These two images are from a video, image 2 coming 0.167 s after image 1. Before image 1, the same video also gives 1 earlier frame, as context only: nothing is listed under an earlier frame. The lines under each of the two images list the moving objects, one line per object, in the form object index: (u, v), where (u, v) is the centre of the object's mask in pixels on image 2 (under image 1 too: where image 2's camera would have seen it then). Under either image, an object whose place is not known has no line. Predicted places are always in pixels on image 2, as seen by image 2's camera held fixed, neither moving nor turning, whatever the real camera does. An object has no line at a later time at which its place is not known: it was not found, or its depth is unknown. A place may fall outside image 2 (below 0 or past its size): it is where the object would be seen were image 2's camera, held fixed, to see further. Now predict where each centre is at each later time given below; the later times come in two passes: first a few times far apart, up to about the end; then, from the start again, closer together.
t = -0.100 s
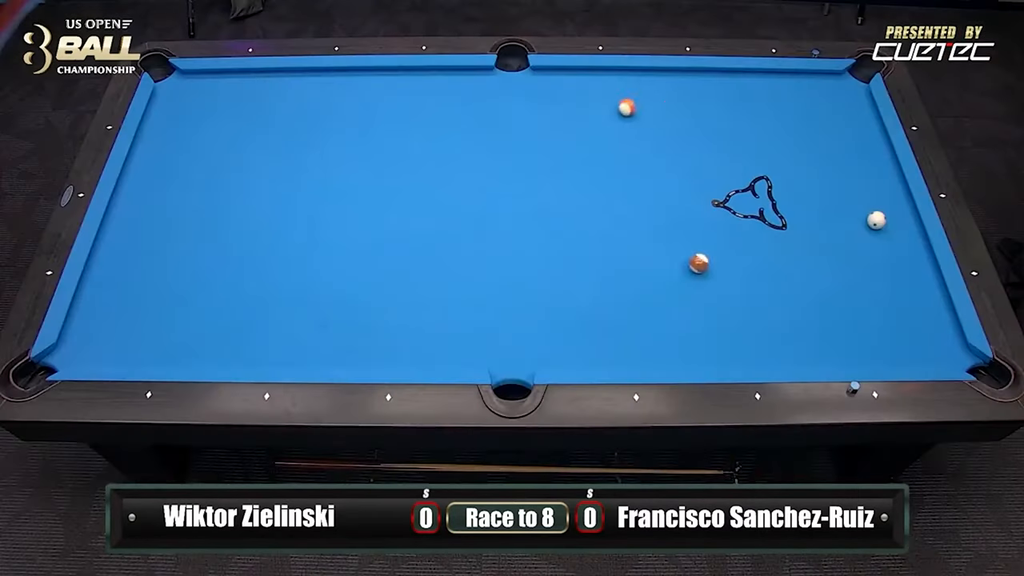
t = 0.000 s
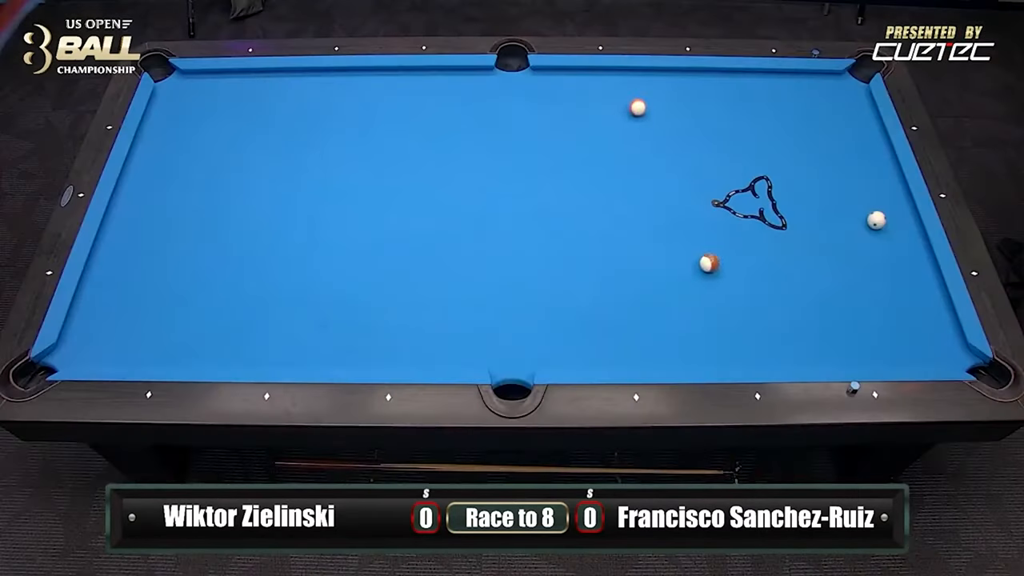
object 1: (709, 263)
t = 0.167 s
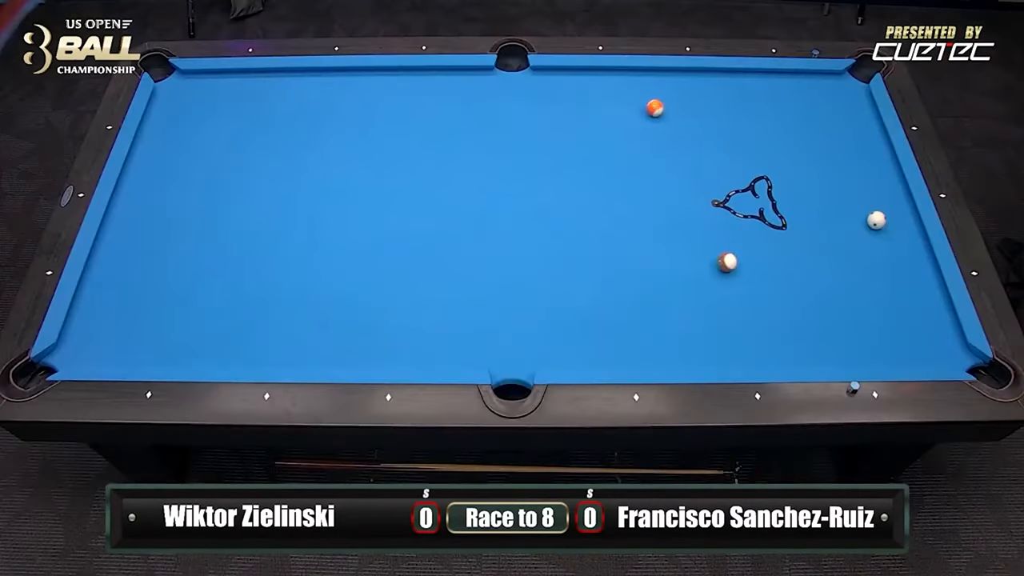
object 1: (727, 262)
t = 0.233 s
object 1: (733, 261)
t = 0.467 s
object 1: (755, 260)
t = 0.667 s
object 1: (772, 260)
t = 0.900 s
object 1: (792, 259)
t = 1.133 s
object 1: (811, 257)
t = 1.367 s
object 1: (827, 257)
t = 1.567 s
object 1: (842, 256)
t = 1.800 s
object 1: (856, 255)
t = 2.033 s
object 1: (868, 255)
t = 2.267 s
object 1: (880, 255)
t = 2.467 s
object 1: (888, 255)
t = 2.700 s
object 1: (898, 254)
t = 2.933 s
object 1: (905, 253)
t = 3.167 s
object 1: (911, 252)
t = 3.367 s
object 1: (915, 252)
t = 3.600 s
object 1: (919, 251)
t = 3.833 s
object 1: (923, 251)
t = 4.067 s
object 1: (924, 252)
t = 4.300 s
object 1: (924, 252)
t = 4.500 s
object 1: (924, 252)
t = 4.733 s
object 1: (924, 252)
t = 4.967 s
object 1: (924, 252)
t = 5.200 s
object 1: (924, 252)
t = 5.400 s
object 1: (924, 251)
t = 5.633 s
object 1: (924, 252)
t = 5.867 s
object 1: (924, 251)
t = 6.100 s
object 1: (924, 251)
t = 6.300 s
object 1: (924, 252)
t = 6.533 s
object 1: (924, 252)
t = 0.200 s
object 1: (731, 262)
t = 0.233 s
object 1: (733, 261)
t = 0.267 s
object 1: (737, 261)
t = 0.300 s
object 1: (740, 261)
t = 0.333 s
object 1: (743, 261)
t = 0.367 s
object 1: (746, 260)
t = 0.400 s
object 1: (749, 260)
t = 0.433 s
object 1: (752, 260)
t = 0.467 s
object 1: (755, 260)
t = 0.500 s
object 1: (757, 260)
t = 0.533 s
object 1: (762, 260)
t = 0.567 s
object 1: (765, 260)
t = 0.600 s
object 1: (767, 260)
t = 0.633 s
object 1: (770, 259)
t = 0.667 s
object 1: (772, 260)
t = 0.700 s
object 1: (777, 259)
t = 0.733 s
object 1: (780, 259)
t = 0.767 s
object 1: (783, 259)
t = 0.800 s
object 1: (786, 259)
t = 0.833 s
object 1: (788, 259)
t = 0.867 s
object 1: (790, 259)
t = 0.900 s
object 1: (792, 259)
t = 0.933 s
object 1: (796, 258)
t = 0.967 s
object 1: (799, 258)
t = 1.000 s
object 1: (801, 258)
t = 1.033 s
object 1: (804, 258)
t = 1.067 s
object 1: (806, 258)
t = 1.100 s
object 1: (809, 257)
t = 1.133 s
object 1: (811, 257)
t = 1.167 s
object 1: (814, 257)
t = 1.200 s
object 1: (817, 257)
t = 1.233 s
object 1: (819, 257)
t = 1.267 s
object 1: (820, 257)
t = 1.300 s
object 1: (823, 257)
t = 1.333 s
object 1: (826, 257)
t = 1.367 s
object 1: (827, 257)
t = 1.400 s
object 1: (830, 257)
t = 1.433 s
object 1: (833, 257)
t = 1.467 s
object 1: (835, 256)
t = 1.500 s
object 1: (838, 256)
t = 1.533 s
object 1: (840, 256)
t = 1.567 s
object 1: (842, 256)
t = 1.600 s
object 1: (844, 256)
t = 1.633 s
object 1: (846, 256)
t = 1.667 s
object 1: (847, 256)
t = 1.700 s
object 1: (849, 256)
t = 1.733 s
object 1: (852, 256)
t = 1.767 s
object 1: (854, 255)
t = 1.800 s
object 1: (856, 255)
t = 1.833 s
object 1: (858, 255)
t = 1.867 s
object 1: (859, 255)
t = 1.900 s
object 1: (861, 255)
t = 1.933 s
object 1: (863, 255)
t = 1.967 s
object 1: (865, 255)
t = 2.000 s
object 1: (867, 255)
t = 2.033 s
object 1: (868, 255)
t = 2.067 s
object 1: (869, 255)
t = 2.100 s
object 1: (871, 255)
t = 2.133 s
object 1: (874, 255)
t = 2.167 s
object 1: (876, 255)
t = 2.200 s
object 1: (877, 255)
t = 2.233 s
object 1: (878, 255)
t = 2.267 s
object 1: (880, 255)
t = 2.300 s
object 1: (882, 255)
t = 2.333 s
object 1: (883, 255)
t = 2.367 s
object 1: (884, 255)
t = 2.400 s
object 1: (886, 255)
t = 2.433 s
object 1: (887, 255)
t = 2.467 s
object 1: (888, 255)
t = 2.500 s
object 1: (889, 254)
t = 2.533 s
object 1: (891, 254)
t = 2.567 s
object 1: (893, 254)
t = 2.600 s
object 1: (894, 254)
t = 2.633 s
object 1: (895, 254)
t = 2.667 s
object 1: (897, 254)
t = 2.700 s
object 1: (898, 254)
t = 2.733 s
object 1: (899, 253)
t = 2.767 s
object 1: (900, 253)
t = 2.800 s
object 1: (901, 253)
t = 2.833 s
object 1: (902, 253)
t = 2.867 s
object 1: (903, 253)
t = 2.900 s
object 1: (904, 253)
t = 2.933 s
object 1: (905, 253)
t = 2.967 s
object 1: (906, 253)
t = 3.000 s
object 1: (907, 253)
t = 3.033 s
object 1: (908, 252)
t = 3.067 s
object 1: (909, 253)
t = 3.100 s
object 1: (910, 252)
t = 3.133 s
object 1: (910, 252)
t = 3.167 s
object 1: (911, 252)
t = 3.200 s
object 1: (912, 252)
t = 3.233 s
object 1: (912, 252)
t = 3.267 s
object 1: (913, 252)
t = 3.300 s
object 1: (913, 252)
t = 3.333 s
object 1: (914, 252)
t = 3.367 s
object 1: (915, 252)
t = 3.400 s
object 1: (916, 252)
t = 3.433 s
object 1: (916, 252)
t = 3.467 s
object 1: (917, 252)
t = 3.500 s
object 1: (918, 252)
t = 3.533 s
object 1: (918, 251)
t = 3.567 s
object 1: (919, 251)
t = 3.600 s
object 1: (919, 251)
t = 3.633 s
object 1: (920, 251)
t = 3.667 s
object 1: (920, 251)
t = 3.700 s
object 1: (920, 251)
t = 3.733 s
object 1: (922, 251)
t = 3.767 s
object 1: (922, 251)
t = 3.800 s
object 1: (922, 251)
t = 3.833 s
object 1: (923, 251)
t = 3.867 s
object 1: (923, 251)
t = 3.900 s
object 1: (924, 251)
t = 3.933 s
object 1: (924, 251)
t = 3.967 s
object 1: (924, 251)
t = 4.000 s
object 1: (924, 251)
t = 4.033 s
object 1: (924, 251)
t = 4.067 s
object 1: (924, 252)
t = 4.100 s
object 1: (924, 252)
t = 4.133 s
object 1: (924, 252)
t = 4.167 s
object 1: (923, 252)
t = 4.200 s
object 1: (924, 252)
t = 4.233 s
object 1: (924, 252)
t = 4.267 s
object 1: (924, 252)
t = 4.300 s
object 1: (924, 252)
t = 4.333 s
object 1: (924, 252)
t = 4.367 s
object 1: (924, 252)
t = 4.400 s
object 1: (924, 252)
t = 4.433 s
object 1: (924, 252)
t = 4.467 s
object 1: (924, 252)
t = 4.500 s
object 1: (924, 252)
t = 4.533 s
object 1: (924, 252)
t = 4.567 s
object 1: (924, 252)
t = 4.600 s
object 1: (924, 252)
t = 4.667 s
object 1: (924, 252)
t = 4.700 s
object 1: (924, 252)
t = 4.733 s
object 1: (924, 252)
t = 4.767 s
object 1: (924, 252)
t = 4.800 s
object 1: (924, 252)
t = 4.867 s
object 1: (924, 252)
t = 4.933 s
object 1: (924, 252)
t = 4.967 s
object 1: (924, 252)
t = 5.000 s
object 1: (924, 252)
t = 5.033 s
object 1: (924, 252)
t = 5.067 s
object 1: (924, 251)
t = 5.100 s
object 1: (924, 252)
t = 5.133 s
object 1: (924, 252)
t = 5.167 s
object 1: (924, 251)
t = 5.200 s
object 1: (924, 252)
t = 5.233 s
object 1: (924, 251)
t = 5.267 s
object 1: (924, 252)
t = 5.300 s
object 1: (924, 251)
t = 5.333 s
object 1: (924, 251)
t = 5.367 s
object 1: (924, 252)
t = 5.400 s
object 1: (924, 251)
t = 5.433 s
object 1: (924, 251)
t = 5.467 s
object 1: (924, 252)
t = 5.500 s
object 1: (924, 251)
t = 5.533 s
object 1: (924, 252)
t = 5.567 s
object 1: (924, 251)
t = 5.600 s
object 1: (924, 252)
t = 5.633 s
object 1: (924, 252)
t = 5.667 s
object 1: (924, 251)
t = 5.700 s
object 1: (924, 251)
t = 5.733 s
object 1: (924, 252)
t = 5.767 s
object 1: (924, 251)
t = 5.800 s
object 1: (924, 252)
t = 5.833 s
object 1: (924, 252)
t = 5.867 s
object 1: (924, 251)
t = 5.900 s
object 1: (924, 252)
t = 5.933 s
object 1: (924, 252)
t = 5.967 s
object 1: (924, 252)
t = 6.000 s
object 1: (924, 252)
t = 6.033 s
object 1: (924, 252)
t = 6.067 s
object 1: (924, 252)
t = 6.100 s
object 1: (924, 251)
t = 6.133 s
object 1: (924, 251)
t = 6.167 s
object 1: (924, 252)
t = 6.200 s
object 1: (924, 251)
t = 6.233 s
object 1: (924, 252)
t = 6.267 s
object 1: (924, 251)
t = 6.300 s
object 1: (924, 252)
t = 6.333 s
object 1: (924, 252)
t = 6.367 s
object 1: (924, 252)
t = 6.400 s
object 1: (924, 252)
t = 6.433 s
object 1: (924, 252)
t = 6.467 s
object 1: (924, 252)
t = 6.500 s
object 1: (924, 252)
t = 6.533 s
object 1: (924, 252)
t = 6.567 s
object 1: (924, 252)
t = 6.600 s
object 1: (924, 252)
